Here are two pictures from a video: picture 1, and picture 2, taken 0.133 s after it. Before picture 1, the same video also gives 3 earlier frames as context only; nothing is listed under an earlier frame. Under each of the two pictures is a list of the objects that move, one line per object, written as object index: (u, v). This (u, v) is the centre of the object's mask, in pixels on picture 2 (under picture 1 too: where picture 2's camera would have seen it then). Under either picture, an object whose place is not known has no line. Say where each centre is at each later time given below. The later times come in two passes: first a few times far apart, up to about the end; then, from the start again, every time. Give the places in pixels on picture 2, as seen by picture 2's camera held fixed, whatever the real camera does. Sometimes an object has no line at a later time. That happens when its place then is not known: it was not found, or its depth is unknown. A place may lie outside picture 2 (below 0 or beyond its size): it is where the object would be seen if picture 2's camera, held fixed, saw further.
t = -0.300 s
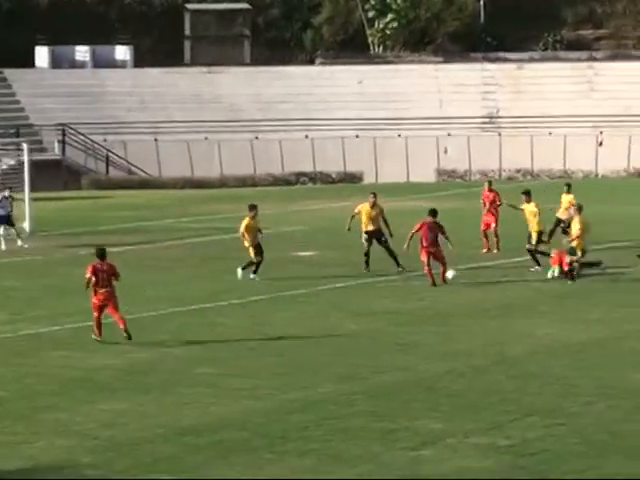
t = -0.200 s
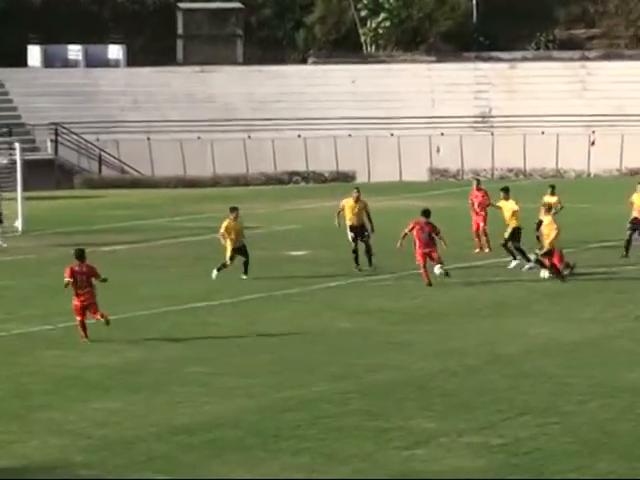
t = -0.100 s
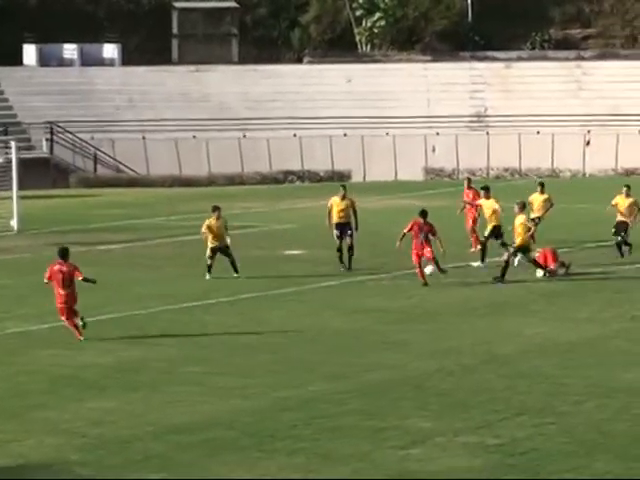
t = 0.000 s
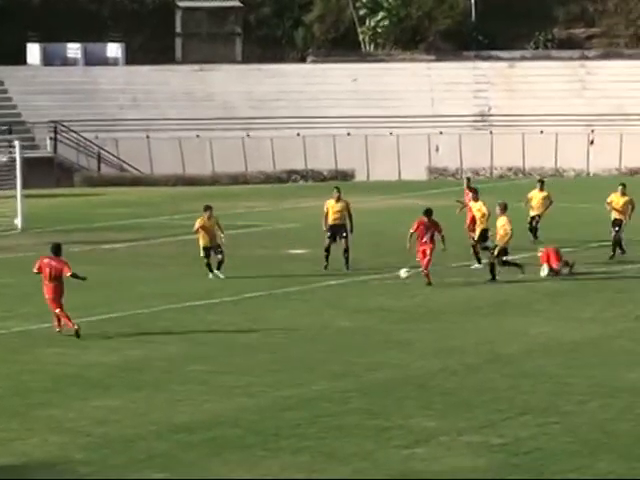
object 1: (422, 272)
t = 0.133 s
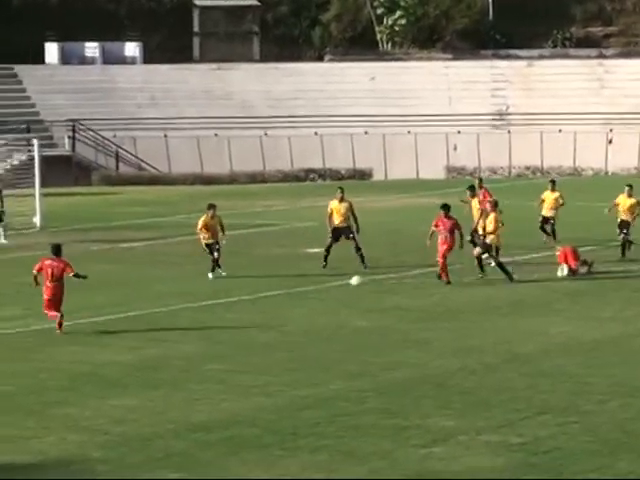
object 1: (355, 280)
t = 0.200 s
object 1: (321, 289)
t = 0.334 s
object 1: (264, 289)
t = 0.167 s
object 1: (338, 284)
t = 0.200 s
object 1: (321, 289)
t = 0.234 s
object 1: (307, 291)
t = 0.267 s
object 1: (292, 290)
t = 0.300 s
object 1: (278, 289)
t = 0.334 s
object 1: (264, 289)
